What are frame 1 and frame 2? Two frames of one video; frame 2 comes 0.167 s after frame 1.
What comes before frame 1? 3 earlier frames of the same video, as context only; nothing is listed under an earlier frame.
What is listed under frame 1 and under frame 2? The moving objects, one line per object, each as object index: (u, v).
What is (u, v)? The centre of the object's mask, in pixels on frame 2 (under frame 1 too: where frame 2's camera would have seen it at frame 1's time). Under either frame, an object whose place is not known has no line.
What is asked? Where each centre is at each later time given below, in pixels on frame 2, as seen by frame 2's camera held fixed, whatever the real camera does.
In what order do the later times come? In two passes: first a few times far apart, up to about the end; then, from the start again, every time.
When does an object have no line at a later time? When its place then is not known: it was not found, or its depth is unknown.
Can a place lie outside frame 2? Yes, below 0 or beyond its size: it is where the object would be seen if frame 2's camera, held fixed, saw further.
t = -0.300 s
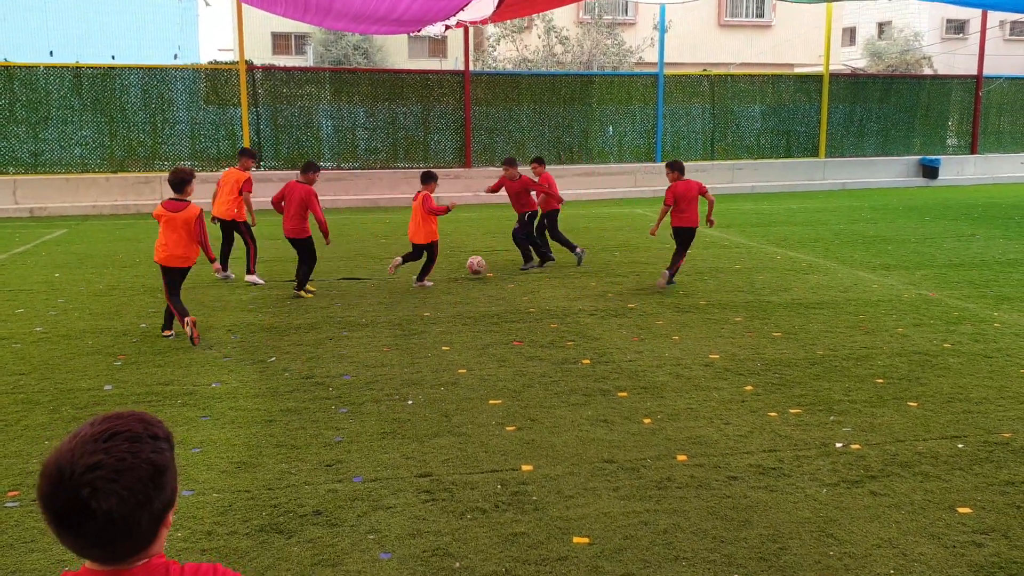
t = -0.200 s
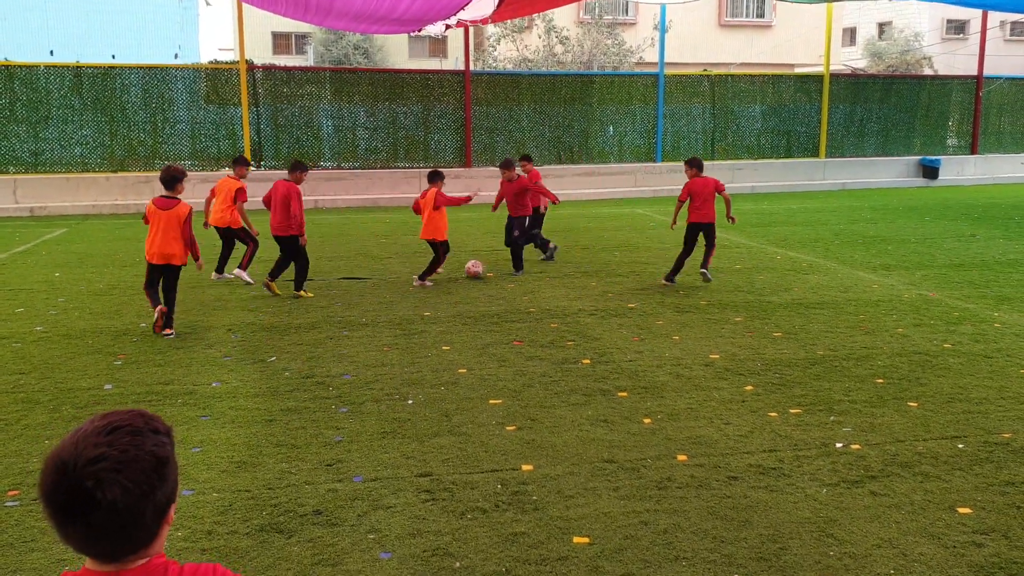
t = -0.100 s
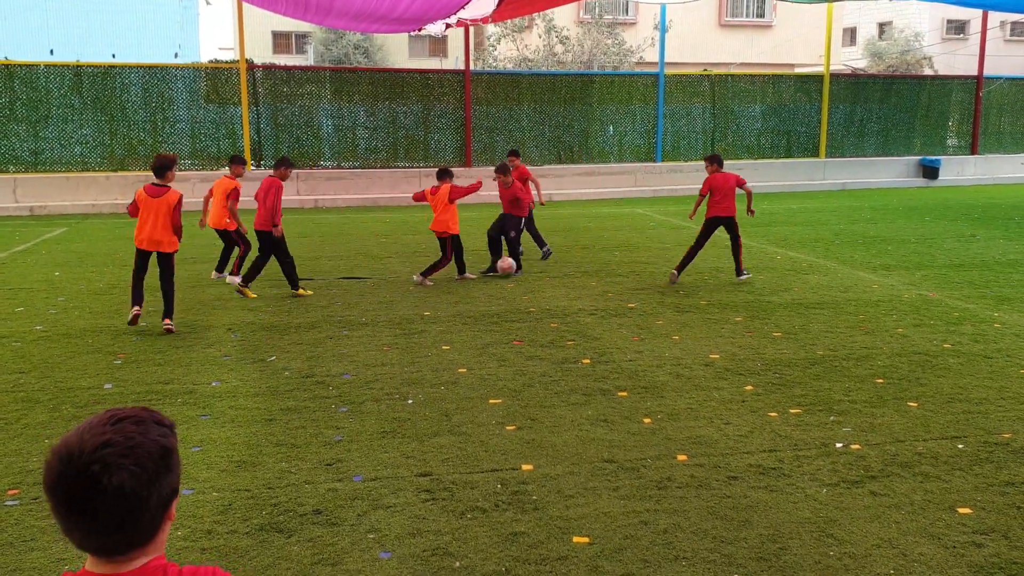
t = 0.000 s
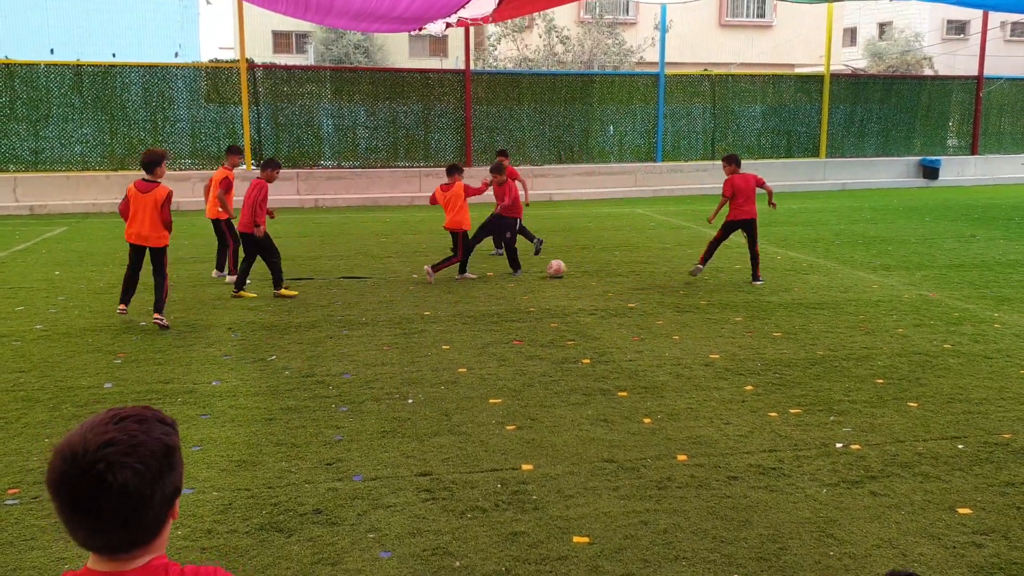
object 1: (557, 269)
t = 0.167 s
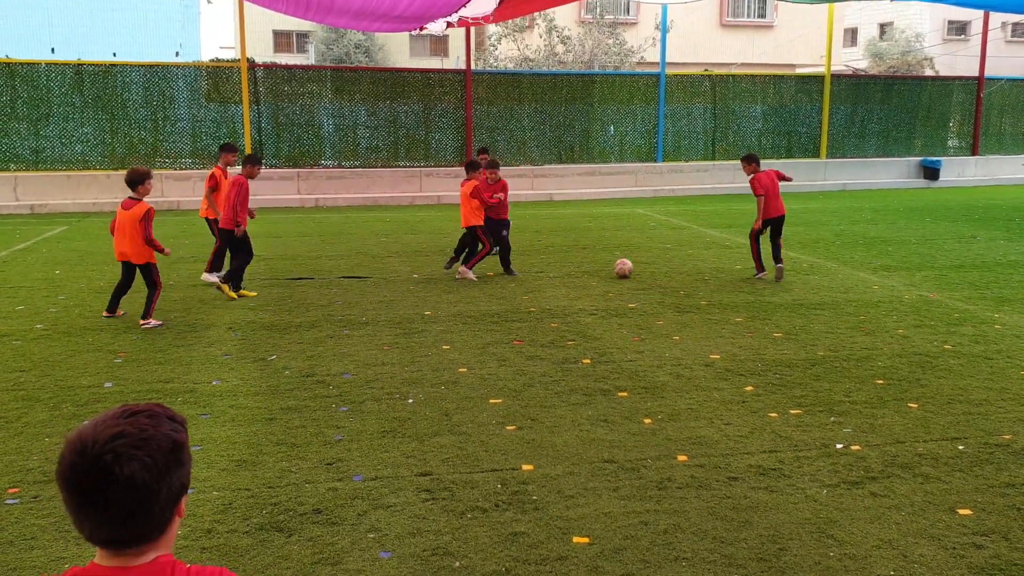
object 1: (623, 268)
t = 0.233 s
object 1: (646, 268)
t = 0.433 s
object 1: (701, 270)
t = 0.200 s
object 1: (635, 268)
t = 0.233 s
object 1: (646, 268)
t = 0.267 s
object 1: (656, 269)
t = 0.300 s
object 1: (666, 269)
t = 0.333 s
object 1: (676, 269)
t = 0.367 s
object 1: (685, 269)
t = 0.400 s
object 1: (694, 270)
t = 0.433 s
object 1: (701, 270)
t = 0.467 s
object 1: (709, 269)
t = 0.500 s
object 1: (717, 270)
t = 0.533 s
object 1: (724, 271)
